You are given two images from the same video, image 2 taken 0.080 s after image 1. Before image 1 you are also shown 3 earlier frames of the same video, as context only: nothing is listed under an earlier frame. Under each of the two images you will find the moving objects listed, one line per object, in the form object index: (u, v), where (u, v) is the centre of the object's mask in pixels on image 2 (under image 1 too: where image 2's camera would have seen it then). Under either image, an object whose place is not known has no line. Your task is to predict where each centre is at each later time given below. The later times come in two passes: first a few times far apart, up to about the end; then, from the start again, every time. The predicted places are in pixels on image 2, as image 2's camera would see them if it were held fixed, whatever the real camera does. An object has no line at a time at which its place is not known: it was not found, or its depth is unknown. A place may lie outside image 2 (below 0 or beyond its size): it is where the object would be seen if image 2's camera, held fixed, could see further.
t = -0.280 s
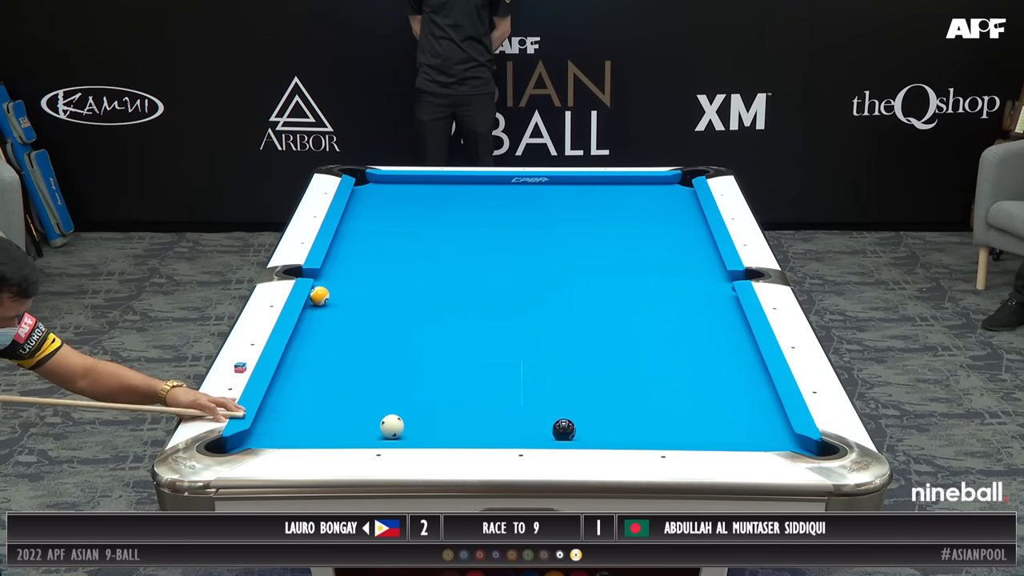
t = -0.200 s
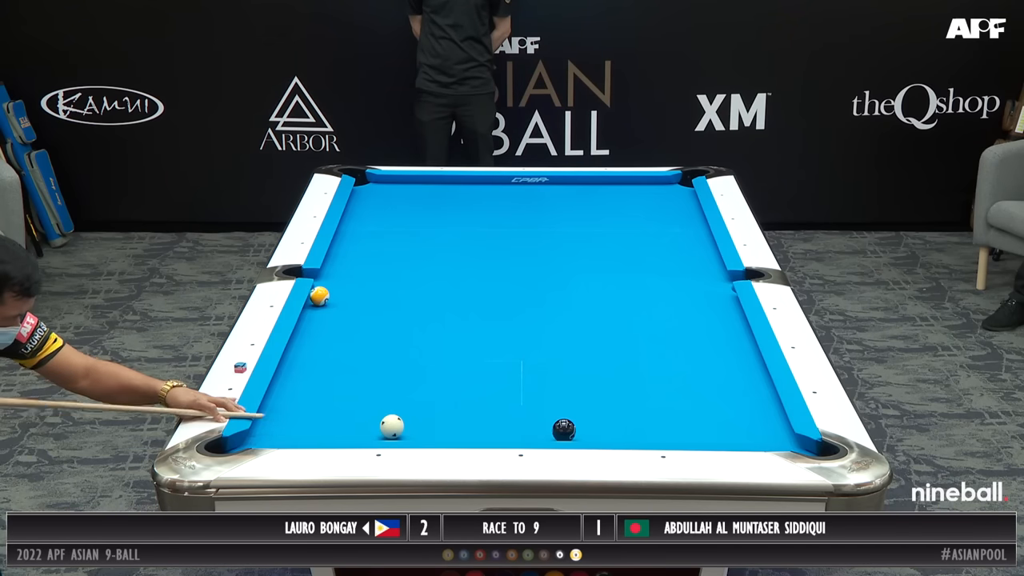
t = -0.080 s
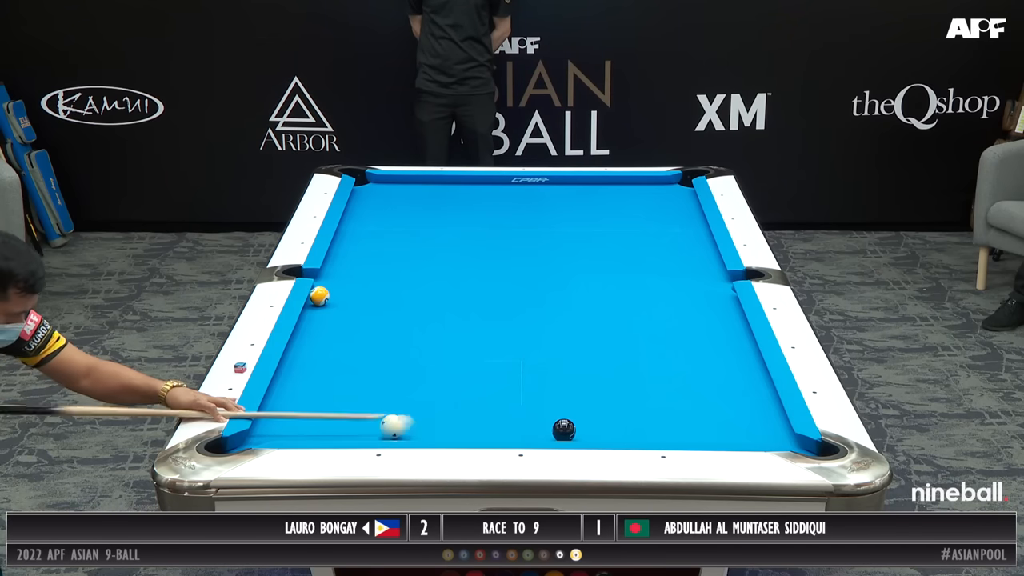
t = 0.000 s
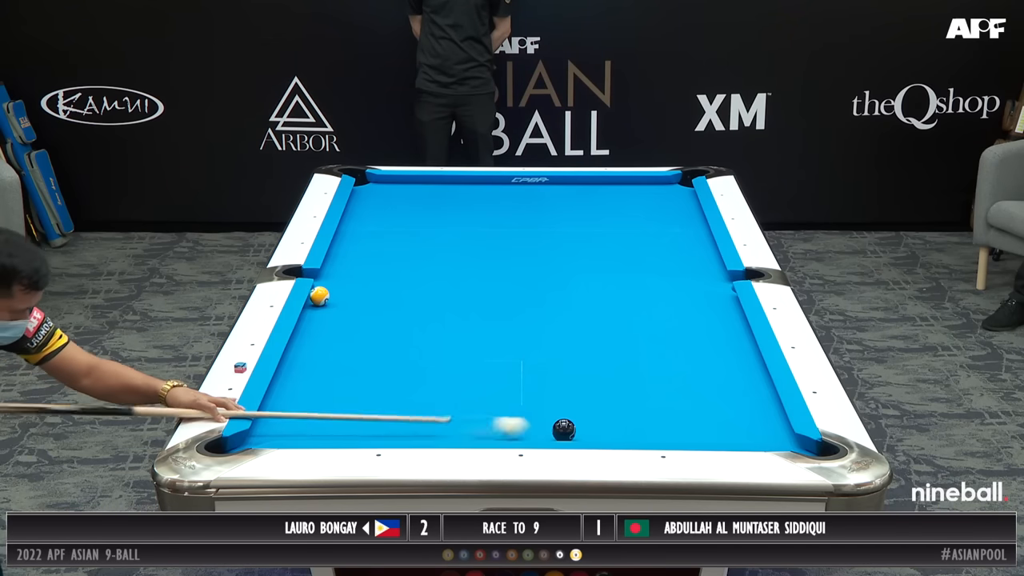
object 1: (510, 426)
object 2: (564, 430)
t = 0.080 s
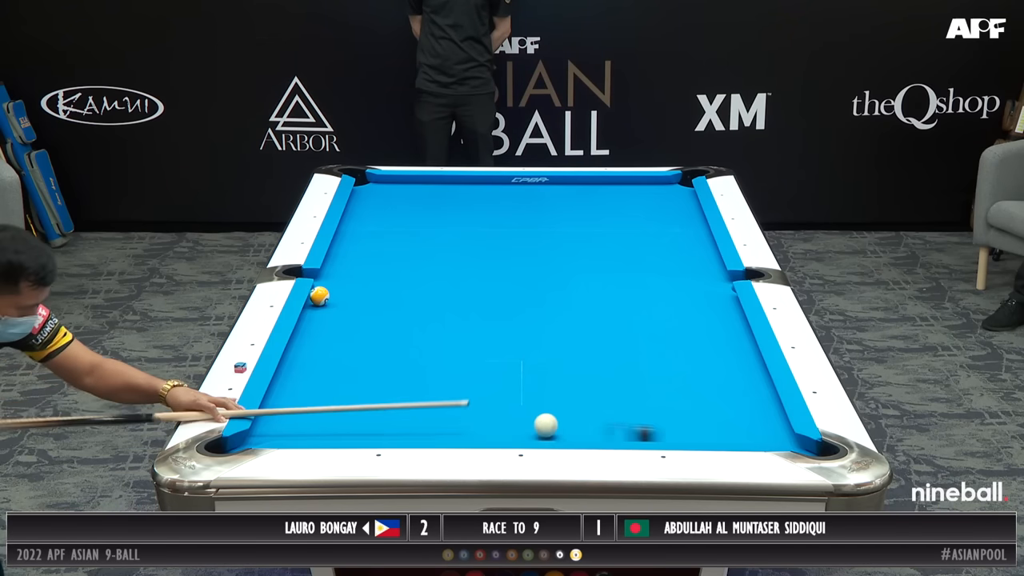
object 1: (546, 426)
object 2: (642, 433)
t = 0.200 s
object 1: (569, 419)
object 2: (800, 443)
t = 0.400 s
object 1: (639, 411)
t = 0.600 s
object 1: (717, 405)
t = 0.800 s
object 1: (751, 395)
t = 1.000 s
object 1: (708, 378)
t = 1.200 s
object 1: (670, 362)
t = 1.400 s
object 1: (635, 348)
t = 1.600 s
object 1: (602, 335)
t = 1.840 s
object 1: (567, 320)
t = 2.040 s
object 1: (540, 309)
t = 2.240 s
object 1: (515, 298)
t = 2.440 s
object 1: (492, 288)
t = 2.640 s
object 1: (470, 279)
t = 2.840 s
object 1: (450, 270)
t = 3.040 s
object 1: (430, 262)
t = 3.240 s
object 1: (412, 254)
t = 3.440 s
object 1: (395, 247)
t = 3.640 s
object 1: (380, 240)
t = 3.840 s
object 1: (365, 234)
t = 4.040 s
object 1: (351, 228)
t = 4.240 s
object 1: (351, 224)
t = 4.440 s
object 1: (360, 221)
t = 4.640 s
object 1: (367, 218)
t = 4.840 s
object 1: (375, 215)
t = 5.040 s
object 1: (381, 213)
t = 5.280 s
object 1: (389, 210)
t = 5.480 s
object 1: (394, 209)
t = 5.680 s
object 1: (398, 207)
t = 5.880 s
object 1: (402, 206)
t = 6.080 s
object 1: (406, 204)
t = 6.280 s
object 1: (409, 203)
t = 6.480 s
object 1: (411, 202)
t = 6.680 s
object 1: (412, 202)
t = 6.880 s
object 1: (413, 202)
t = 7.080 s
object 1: (414, 202)
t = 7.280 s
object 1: (414, 202)
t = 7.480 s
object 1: (414, 202)
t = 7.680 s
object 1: (414, 202)
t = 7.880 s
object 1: (414, 202)
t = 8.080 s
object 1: (414, 202)
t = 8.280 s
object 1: (414, 202)
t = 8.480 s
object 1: (414, 202)
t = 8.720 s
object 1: (414, 202)
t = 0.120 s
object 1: (551, 423)
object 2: (696, 435)
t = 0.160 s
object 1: (559, 421)
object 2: (747, 438)
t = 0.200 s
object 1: (569, 419)
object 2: (800, 443)
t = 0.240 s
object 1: (580, 417)
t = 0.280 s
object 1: (593, 416)
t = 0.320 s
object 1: (607, 414)
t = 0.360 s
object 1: (623, 413)
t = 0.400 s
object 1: (639, 411)
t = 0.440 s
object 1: (655, 410)
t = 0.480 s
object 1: (670, 409)
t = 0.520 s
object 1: (686, 407)
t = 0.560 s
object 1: (702, 406)
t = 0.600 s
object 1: (717, 405)
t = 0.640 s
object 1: (732, 404)
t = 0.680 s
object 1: (748, 403)
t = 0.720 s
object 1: (763, 401)
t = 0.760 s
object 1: (763, 399)
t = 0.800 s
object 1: (751, 395)
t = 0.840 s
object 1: (741, 392)
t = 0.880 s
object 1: (732, 388)
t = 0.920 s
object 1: (724, 385)
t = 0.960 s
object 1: (716, 382)
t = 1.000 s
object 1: (708, 378)
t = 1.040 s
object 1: (700, 375)
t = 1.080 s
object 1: (692, 372)
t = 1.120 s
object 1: (685, 369)
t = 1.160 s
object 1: (677, 366)
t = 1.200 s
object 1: (670, 362)
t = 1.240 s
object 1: (662, 360)
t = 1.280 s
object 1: (655, 357)
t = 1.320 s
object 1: (648, 354)
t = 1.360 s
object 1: (641, 351)
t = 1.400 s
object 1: (635, 348)
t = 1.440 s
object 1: (628, 345)
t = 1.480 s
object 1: (621, 343)
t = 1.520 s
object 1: (615, 340)
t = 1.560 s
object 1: (609, 337)
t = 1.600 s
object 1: (602, 335)
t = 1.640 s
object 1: (596, 332)
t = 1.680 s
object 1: (590, 330)
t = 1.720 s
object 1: (584, 327)
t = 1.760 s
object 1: (578, 325)
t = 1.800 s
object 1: (573, 323)
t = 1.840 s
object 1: (567, 320)
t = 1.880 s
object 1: (562, 318)
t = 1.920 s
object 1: (556, 316)
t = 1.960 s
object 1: (551, 313)
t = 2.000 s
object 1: (545, 311)
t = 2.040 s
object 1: (540, 309)
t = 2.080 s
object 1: (535, 307)
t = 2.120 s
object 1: (530, 305)
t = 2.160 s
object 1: (525, 302)
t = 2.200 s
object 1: (520, 300)
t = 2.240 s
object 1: (515, 298)
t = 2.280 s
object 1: (510, 296)
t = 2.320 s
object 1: (506, 294)
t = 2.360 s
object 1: (501, 292)
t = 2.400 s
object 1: (496, 290)
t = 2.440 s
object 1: (492, 288)
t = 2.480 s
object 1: (487, 286)
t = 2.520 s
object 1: (483, 284)
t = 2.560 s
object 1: (478, 283)
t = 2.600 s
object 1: (474, 281)
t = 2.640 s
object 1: (470, 279)
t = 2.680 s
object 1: (466, 277)
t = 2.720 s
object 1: (462, 275)
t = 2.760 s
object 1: (457, 274)
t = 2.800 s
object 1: (453, 272)
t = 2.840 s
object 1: (450, 270)
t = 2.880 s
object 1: (445, 269)
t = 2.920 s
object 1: (442, 267)
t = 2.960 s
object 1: (438, 265)
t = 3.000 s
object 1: (434, 264)
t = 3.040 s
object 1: (430, 262)
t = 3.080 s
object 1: (427, 260)
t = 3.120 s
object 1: (423, 259)
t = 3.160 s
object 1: (419, 257)
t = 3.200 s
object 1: (416, 256)
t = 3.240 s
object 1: (412, 254)
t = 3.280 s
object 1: (409, 253)
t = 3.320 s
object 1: (405, 251)
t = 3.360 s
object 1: (402, 250)
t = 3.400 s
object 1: (399, 249)
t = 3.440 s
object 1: (395, 247)
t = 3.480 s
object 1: (392, 246)
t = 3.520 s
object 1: (389, 245)
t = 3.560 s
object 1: (386, 243)
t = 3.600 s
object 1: (383, 242)
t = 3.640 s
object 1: (380, 240)
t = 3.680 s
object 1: (377, 239)
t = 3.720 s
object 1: (374, 238)
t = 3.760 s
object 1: (371, 237)
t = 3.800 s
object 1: (368, 235)
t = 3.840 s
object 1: (365, 234)
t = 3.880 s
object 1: (362, 233)
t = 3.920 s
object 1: (359, 232)
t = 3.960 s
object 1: (356, 231)
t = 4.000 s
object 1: (354, 229)
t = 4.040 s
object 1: (351, 228)
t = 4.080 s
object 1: (348, 227)
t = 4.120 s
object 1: (346, 226)
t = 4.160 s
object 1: (348, 225)
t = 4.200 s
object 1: (349, 225)
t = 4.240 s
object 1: (351, 224)
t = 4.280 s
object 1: (353, 223)
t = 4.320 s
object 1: (355, 222)
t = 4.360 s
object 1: (357, 222)
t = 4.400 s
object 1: (358, 221)
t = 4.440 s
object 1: (360, 221)
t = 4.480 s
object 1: (361, 220)
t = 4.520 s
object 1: (363, 219)
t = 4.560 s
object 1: (365, 219)
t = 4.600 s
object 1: (366, 218)
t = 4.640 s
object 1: (367, 218)
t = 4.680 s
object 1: (369, 217)
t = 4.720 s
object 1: (371, 217)
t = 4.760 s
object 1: (372, 216)
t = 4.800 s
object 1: (373, 216)
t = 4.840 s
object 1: (375, 215)
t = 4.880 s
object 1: (376, 215)
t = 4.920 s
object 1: (378, 214)
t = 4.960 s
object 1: (379, 214)
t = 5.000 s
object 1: (380, 213)
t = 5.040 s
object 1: (381, 213)
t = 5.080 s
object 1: (383, 213)
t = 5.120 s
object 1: (384, 212)
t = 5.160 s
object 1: (385, 212)
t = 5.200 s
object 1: (386, 211)
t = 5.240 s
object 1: (387, 211)
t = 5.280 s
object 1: (389, 210)
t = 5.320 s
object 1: (390, 210)
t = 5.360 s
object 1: (391, 210)
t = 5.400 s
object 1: (392, 209)
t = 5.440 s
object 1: (393, 209)
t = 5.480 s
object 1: (394, 209)
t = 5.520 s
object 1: (395, 208)
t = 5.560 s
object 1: (396, 208)
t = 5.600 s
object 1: (397, 208)
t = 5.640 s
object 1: (397, 207)
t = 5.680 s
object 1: (398, 207)
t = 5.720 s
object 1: (399, 207)
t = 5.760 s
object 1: (400, 206)
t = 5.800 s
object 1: (401, 206)
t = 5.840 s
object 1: (402, 206)
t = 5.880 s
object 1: (402, 206)
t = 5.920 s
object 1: (403, 206)
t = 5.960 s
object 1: (404, 205)
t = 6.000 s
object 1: (404, 205)
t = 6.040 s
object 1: (405, 205)
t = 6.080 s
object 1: (406, 204)
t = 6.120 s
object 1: (406, 204)
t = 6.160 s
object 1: (407, 204)
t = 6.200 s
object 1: (408, 204)
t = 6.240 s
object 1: (408, 204)
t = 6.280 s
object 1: (409, 203)
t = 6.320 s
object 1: (409, 203)
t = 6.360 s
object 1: (410, 203)
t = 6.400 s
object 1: (410, 203)
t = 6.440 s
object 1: (411, 203)
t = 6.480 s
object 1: (411, 202)
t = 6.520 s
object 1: (411, 202)
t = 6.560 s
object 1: (412, 202)
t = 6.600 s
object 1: (412, 202)
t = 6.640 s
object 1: (412, 202)
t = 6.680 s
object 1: (412, 202)
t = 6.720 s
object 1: (413, 202)
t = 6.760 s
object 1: (413, 202)
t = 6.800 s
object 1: (413, 202)
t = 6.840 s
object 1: (413, 202)
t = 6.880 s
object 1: (413, 202)
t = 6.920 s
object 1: (413, 202)
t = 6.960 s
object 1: (413, 202)
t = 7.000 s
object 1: (414, 202)
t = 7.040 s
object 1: (414, 202)
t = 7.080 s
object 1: (414, 202)
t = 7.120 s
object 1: (414, 202)
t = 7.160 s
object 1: (414, 202)
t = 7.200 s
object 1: (414, 202)
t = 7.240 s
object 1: (414, 202)
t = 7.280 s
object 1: (414, 202)
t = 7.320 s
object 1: (414, 202)
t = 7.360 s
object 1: (414, 202)
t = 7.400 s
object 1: (414, 202)
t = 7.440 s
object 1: (414, 202)
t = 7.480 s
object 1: (414, 202)
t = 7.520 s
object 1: (414, 202)
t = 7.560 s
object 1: (414, 202)
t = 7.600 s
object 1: (414, 202)
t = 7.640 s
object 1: (414, 202)
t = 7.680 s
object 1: (414, 202)
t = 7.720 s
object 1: (414, 202)
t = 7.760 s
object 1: (414, 202)
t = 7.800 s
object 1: (414, 202)
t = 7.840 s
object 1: (414, 202)
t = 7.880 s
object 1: (414, 202)
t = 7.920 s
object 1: (414, 202)
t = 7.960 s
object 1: (414, 202)
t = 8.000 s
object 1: (414, 202)
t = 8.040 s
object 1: (414, 202)
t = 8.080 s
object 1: (414, 202)
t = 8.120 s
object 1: (414, 202)
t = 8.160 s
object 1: (414, 202)
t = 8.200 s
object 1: (414, 202)
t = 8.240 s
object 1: (414, 202)
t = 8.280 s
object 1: (414, 202)
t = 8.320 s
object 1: (414, 202)
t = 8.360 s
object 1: (414, 202)
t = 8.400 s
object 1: (414, 202)
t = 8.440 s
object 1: (414, 202)
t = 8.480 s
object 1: (414, 202)
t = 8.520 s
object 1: (414, 202)
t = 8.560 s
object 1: (414, 202)
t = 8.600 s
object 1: (414, 202)
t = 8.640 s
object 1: (414, 202)
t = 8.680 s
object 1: (414, 202)
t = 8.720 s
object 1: (414, 202)
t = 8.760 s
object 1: (414, 202)
